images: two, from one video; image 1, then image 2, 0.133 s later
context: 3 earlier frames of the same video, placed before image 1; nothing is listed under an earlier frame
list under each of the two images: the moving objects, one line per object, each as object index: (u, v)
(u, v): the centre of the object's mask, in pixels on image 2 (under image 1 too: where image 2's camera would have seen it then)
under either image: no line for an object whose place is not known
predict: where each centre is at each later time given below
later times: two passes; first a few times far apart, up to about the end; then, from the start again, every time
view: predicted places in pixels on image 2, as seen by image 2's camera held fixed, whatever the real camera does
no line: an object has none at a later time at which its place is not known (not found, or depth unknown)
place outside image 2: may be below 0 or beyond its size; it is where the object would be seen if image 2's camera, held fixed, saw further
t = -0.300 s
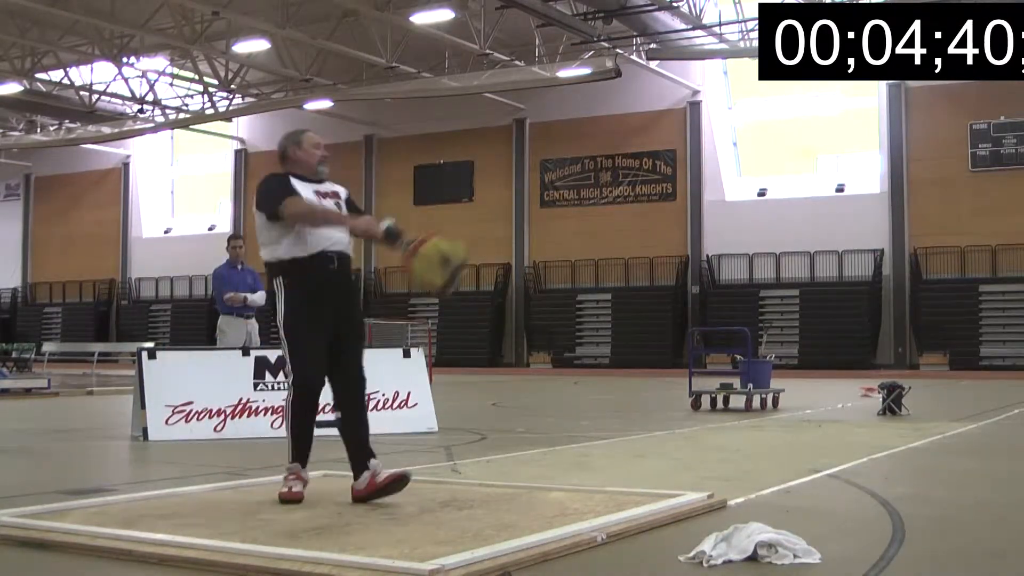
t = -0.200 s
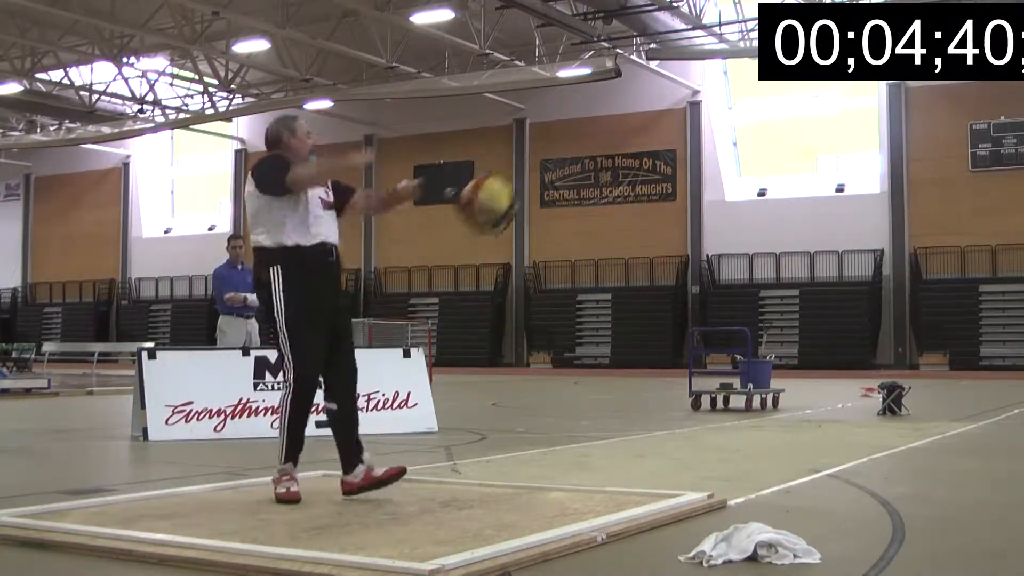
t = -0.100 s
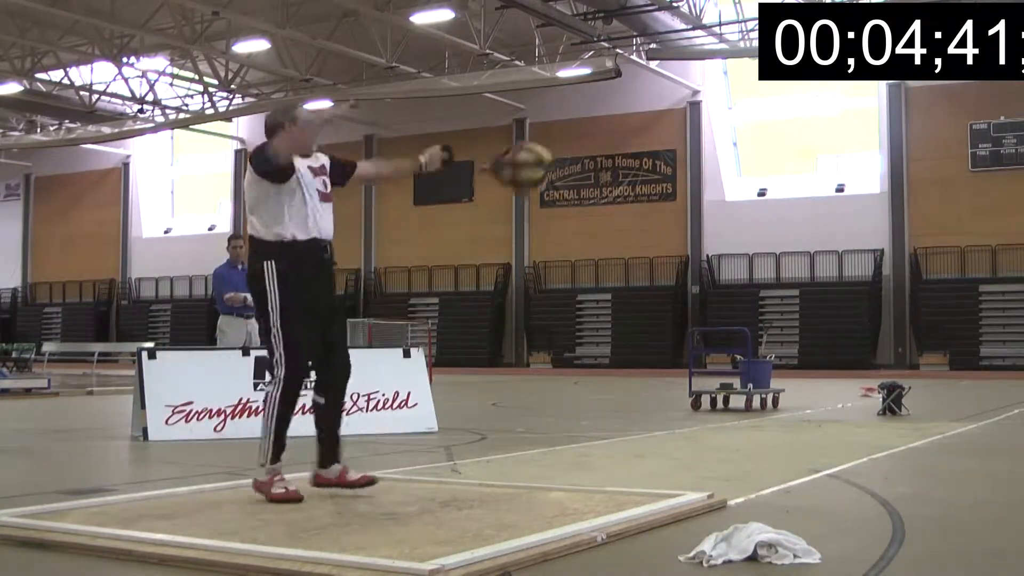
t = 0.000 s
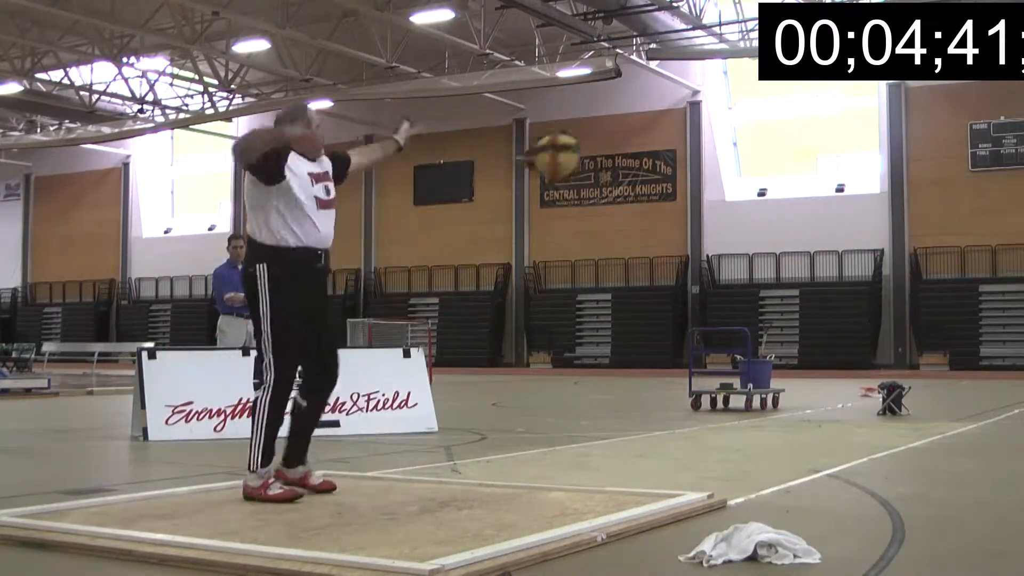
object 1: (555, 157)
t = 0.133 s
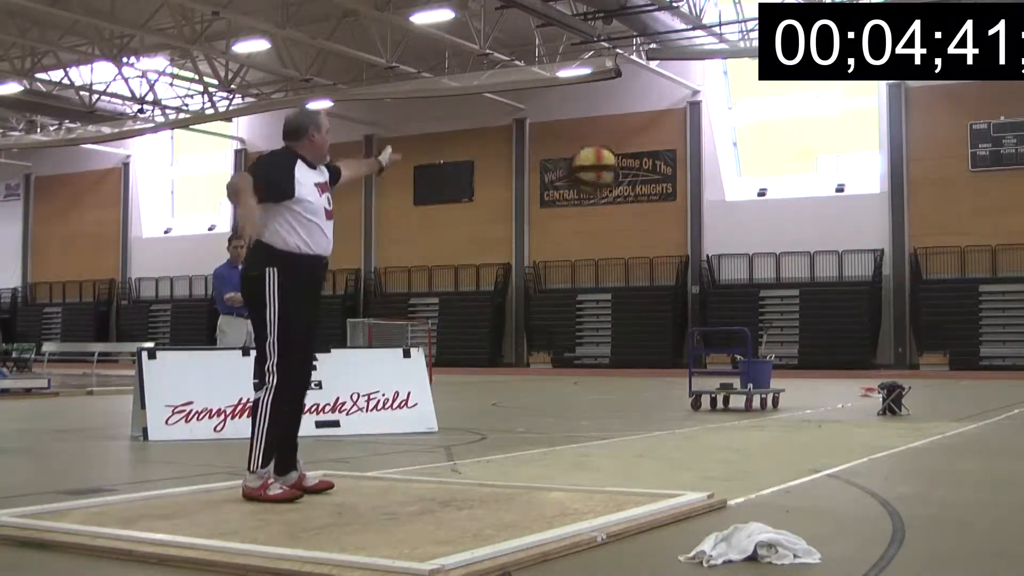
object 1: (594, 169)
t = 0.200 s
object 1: (609, 186)
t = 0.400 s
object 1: (650, 267)
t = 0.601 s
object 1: (685, 400)
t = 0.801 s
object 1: (705, 419)
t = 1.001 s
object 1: (717, 426)
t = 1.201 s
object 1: (727, 424)
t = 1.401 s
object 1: (734, 421)
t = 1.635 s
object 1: (739, 421)
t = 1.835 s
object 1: (743, 419)
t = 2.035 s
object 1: (744, 418)
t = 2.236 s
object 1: (745, 418)
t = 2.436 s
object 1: (745, 418)
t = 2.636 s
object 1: (744, 418)
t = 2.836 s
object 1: (744, 418)
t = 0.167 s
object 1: (601, 178)
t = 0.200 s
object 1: (609, 186)
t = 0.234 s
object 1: (617, 196)
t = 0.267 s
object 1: (623, 206)
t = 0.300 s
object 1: (630, 224)
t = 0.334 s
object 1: (637, 239)
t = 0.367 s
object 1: (643, 251)
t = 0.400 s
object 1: (650, 267)
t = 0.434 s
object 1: (658, 289)
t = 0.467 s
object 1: (664, 310)
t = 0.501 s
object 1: (669, 326)
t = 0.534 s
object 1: (674, 349)
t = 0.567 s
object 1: (679, 373)
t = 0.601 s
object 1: (685, 400)
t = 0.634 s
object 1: (692, 426)
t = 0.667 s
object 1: (695, 435)
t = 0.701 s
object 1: (697, 430)
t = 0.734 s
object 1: (700, 425)
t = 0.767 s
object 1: (703, 421)
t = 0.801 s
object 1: (705, 419)
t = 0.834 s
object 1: (707, 419)
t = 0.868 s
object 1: (710, 420)
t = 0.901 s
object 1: (712, 423)
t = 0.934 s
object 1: (713, 426)
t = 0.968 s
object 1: (715, 427)
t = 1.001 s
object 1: (717, 426)
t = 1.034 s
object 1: (719, 425)
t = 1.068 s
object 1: (721, 425)
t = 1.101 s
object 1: (722, 425)
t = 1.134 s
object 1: (724, 424)
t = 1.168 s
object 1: (725, 424)
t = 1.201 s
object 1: (727, 424)
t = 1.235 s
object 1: (728, 423)
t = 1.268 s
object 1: (729, 422)
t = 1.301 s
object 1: (731, 422)
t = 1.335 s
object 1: (732, 422)
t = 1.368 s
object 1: (733, 422)
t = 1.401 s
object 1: (734, 421)
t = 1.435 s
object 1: (735, 421)
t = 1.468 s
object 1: (736, 421)
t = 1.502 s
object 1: (736, 420)
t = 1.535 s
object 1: (737, 421)
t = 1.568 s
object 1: (737, 420)
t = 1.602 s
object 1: (738, 421)
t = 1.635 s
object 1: (739, 421)
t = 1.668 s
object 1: (739, 420)
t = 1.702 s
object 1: (740, 420)
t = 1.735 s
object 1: (741, 420)
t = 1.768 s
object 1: (741, 420)
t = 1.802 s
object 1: (742, 419)
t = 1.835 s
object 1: (743, 419)
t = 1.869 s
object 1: (743, 419)
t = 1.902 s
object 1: (743, 419)
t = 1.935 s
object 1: (744, 418)
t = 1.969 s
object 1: (744, 418)
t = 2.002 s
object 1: (744, 418)
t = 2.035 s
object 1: (744, 418)
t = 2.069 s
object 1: (744, 418)
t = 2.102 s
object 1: (744, 418)
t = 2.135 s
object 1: (744, 418)
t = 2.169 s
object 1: (745, 418)
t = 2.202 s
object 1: (745, 418)
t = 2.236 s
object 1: (745, 418)
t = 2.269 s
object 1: (745, 418)
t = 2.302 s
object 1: (745, 418)
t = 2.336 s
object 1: (745, 418)
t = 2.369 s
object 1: (745, 417)
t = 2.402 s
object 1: (745, 418)
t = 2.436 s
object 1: (745, 418)
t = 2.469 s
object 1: (745, 418)
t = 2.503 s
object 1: (744, 418)
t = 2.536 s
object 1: (745, 418)
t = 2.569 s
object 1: (744, 418)
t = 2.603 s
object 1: (744, 418)
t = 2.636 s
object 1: (744, 418)
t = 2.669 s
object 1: (745, 418)
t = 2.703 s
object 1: (744, 418)
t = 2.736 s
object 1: (745, 418)
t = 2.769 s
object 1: (744, 418)
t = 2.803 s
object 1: (744, 418)
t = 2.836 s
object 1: (744, 418)
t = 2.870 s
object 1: (745, 418)
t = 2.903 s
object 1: (745, 418)
